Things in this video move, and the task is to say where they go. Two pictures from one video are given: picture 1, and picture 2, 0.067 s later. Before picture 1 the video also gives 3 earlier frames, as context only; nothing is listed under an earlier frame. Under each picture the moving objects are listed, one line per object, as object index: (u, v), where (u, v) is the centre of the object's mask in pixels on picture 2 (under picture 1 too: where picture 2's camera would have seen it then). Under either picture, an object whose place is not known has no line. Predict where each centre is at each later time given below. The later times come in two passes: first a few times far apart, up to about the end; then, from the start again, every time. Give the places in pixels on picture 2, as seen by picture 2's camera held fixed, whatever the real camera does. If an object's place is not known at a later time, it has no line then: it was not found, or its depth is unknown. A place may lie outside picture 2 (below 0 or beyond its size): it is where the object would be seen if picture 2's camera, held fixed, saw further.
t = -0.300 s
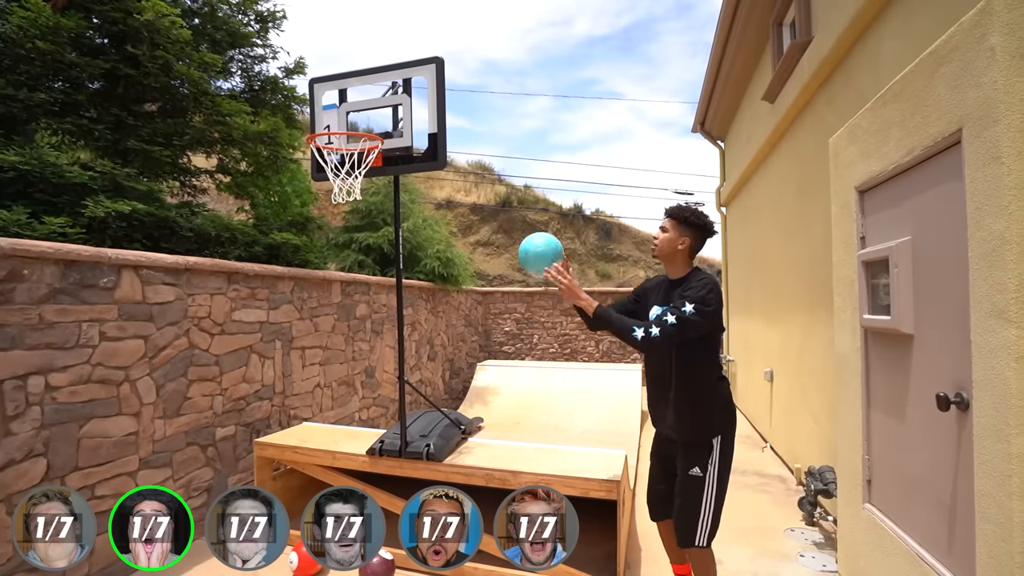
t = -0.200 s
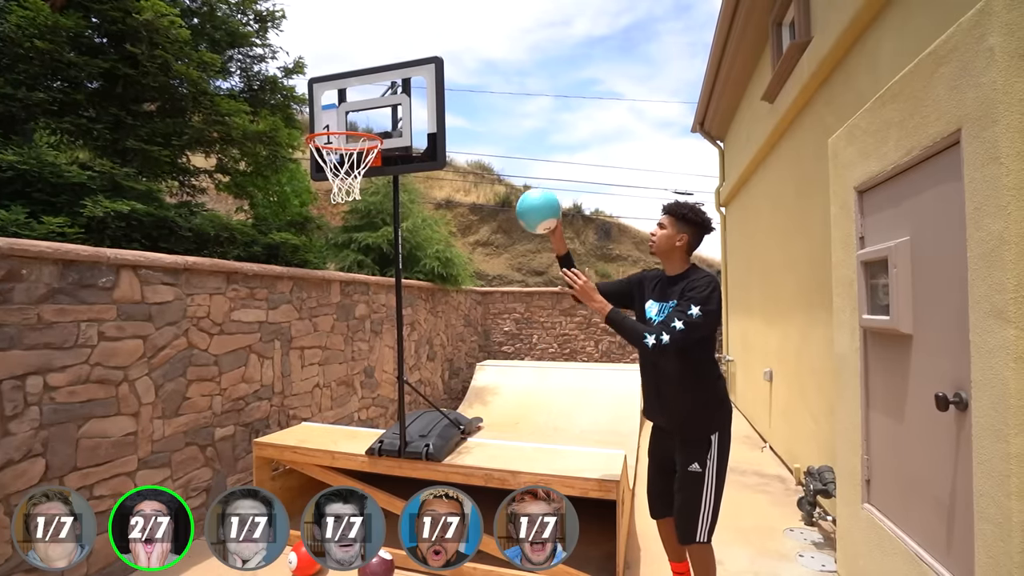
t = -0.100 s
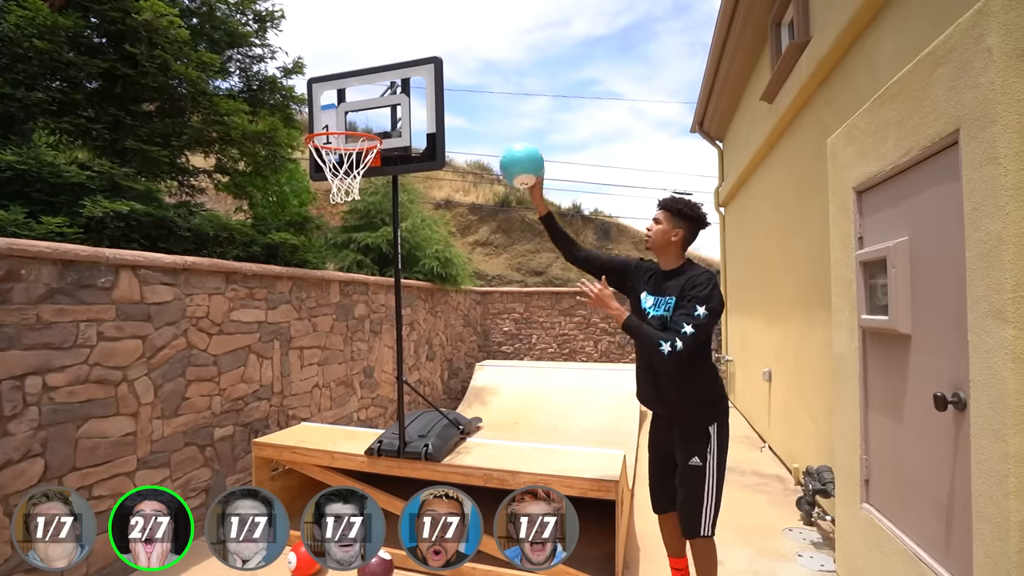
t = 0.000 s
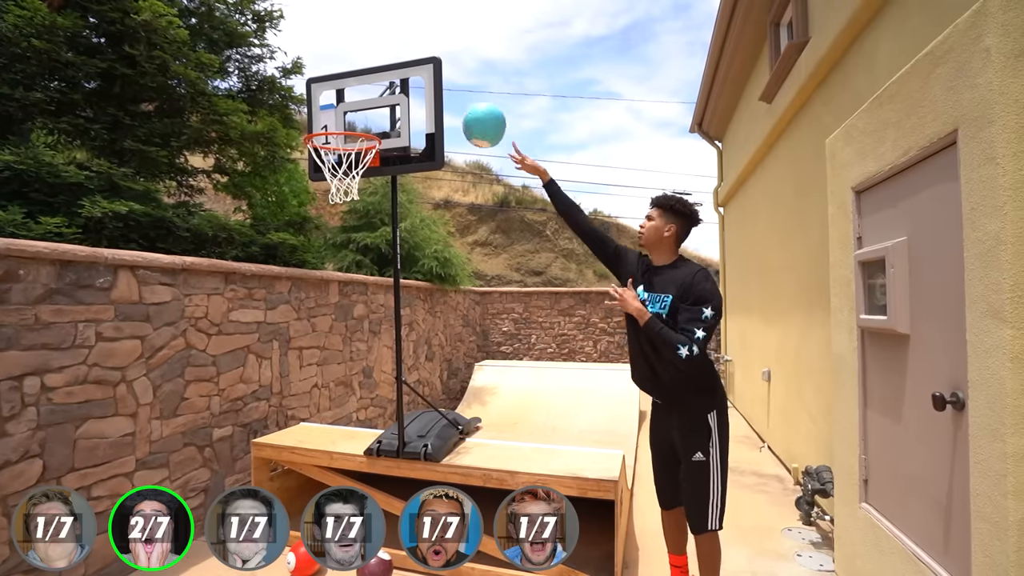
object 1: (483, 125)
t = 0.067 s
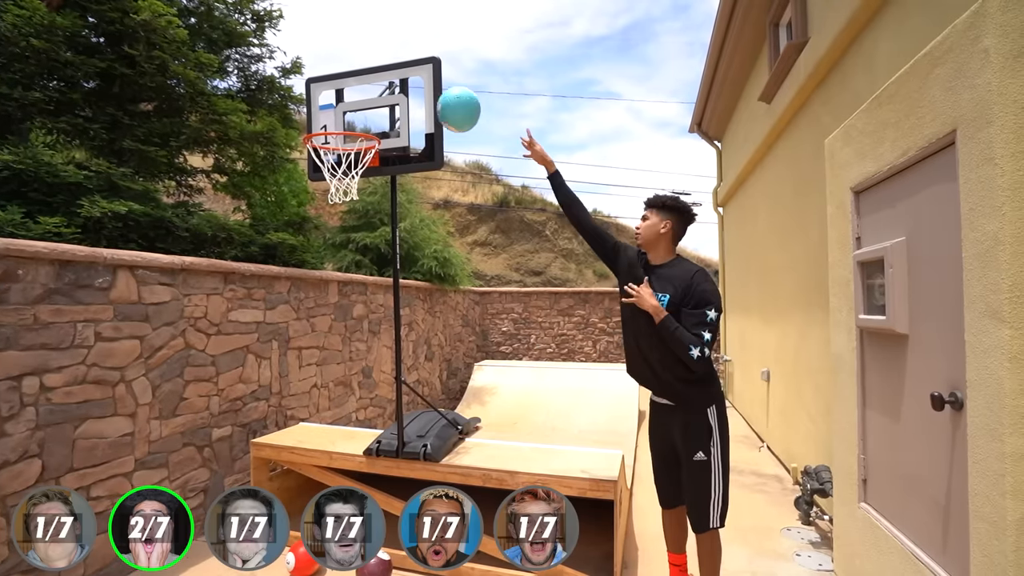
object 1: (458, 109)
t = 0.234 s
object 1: (399, 109)
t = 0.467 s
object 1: (349, 128)
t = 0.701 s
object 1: (316, 220)
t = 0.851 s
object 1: (299, 328)
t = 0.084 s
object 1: (453, 107)
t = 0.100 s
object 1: (447, 105)
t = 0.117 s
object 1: (441, 103)
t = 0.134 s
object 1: (435, 103)
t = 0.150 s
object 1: (429, 103)
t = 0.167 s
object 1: (423, 103)
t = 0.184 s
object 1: (417, 104)
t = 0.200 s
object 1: (411, 105)
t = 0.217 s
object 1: (405, 107)
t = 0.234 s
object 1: (399, 109)
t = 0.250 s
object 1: (393, 112)
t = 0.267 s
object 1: (388, 116)
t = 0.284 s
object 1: (382, 119)
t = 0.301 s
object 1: (379, 120)
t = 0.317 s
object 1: (375, 119)
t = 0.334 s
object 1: (373, 117)
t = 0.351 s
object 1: (371, 117)
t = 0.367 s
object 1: (367, 117)
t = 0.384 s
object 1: (365, 117)
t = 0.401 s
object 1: (362, 117)
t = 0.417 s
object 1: (359, 118)
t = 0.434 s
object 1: (356, 118)
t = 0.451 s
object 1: (353, 119)
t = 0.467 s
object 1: (349, 128)
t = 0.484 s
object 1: (347, 132)
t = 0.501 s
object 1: (344, 136)
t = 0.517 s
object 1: (341, 141)
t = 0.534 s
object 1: (339, 146)
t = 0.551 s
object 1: (336, 153)
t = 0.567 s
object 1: (332, 158)
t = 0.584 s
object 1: (329, 163)
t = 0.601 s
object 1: (328, 172)
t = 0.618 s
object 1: (326, 179)
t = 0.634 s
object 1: (323, 186)
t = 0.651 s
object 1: (322, 193)
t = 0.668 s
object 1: (320, 202)
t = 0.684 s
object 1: (318, 210)
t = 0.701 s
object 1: (316, 220)
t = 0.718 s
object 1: (314, 229)
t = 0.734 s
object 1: (313, 240)
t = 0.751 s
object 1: (311, 251)
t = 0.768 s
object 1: (309, 262)
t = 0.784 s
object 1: (306, 274)
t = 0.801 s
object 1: (305, 287)
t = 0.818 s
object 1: (302, 300)
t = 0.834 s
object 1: (300, 314)
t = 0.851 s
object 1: (299, 328)
